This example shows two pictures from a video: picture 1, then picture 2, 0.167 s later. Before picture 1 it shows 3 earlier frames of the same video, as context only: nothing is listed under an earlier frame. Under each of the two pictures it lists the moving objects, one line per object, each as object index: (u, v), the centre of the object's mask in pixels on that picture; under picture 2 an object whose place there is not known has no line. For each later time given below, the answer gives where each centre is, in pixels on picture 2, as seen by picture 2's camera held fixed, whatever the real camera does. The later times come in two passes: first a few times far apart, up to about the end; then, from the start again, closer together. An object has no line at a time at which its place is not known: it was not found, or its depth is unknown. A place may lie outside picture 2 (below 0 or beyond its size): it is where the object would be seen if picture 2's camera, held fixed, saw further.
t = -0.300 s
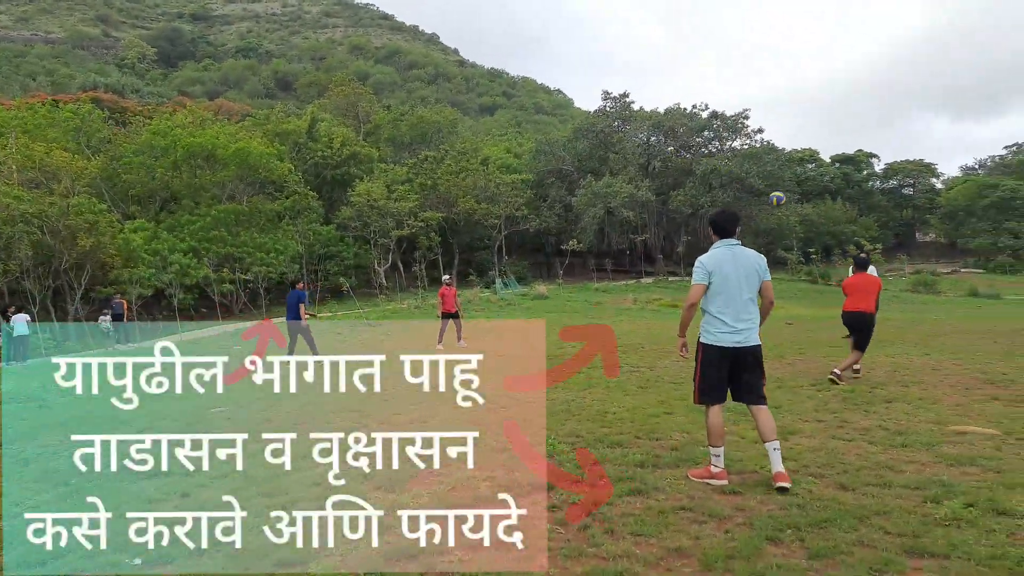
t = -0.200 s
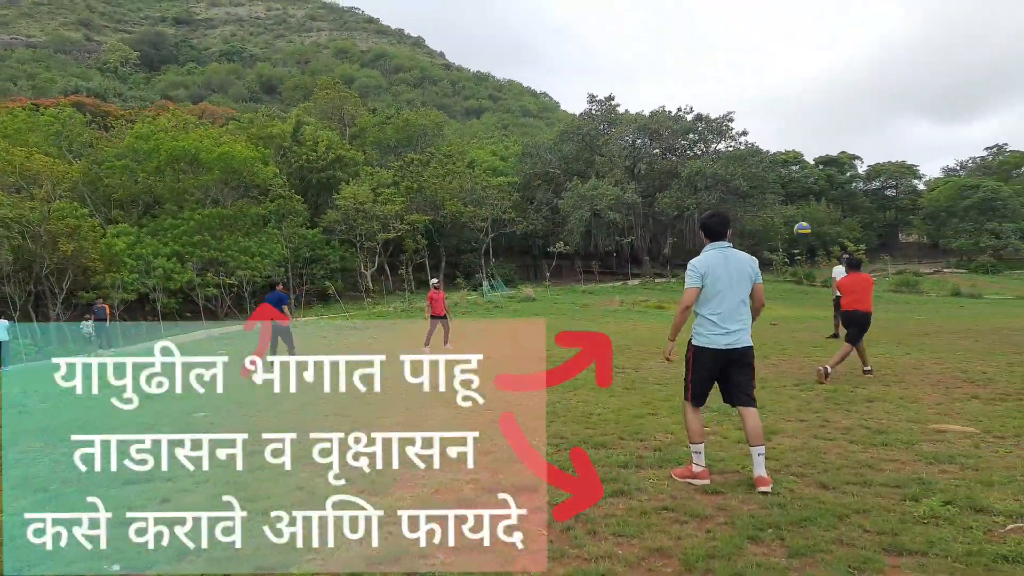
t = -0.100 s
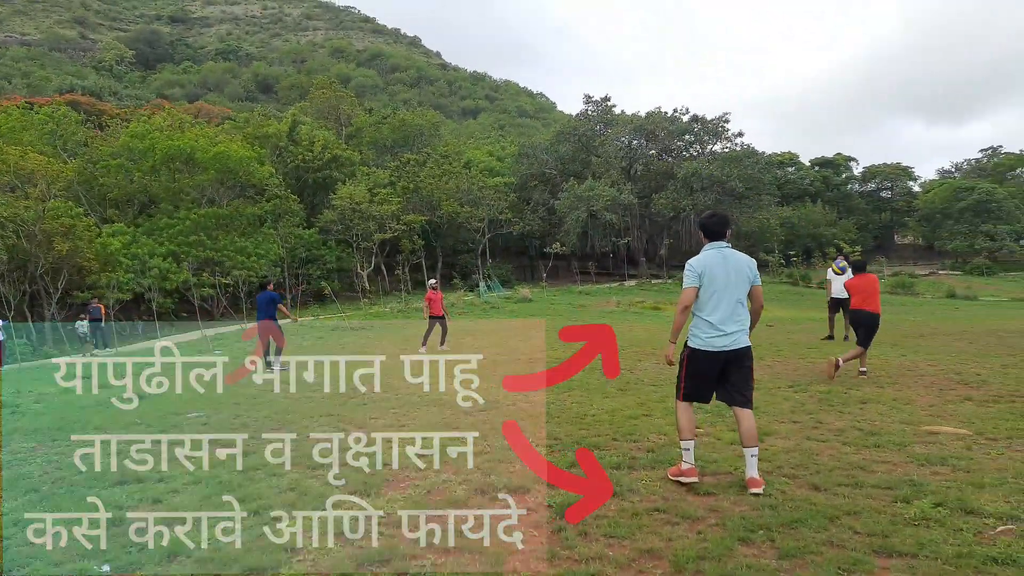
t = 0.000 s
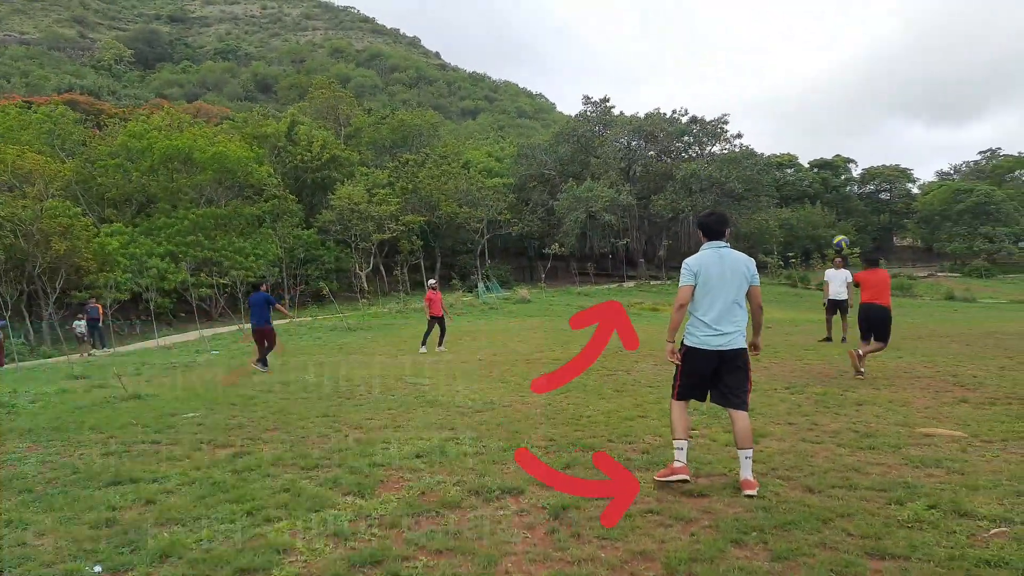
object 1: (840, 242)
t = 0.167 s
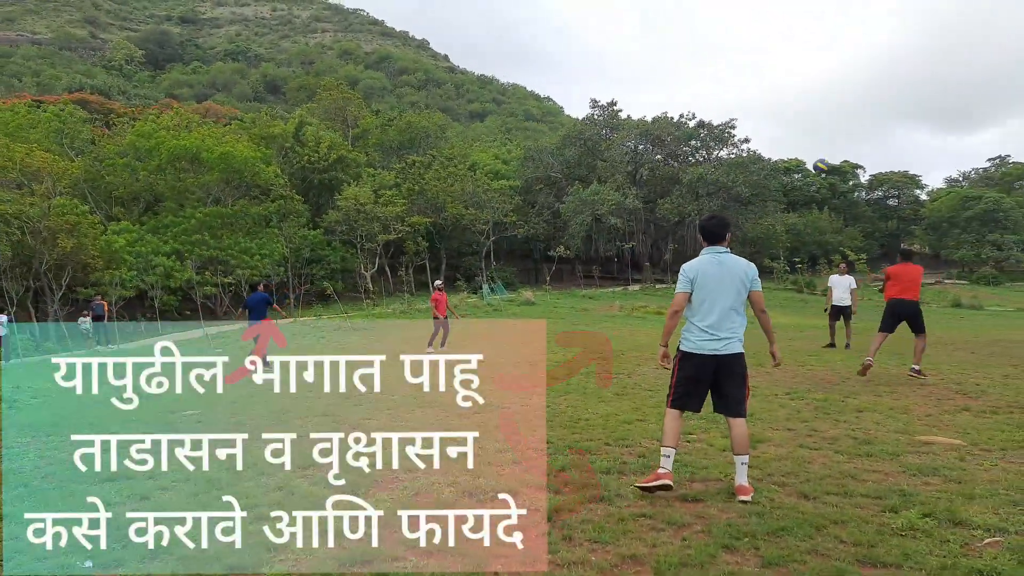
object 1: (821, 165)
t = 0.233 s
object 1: (811, 139)
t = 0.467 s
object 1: (779, 70)
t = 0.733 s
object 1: (747, 37)
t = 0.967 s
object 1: (721, 46)
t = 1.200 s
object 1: (698, 90)
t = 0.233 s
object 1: (811, 139)
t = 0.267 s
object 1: (806, 127)
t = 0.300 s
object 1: (801, 115)
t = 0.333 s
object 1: (797, 105)
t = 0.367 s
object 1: (793, 94)
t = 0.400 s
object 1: (788, 85)
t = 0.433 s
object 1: (783, 77)
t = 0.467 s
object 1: (779, 70)
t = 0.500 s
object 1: (775, 63)
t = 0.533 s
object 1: (771, 57)
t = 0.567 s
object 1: (767, 52)
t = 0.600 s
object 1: (763, 47)
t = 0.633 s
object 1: (759, 43)
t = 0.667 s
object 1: (755, 41)
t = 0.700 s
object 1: (751, 38)
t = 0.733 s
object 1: (747, 37)
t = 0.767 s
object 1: (743, 36)
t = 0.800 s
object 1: (740, 36)
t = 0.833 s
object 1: (736, 37)
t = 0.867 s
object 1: (732, 38)
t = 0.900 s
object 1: (729, 40)
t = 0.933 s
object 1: (725, 42)
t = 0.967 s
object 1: (721, 46)
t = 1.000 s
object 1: (718, 50)
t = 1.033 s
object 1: (715, 55)
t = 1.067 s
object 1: (711, 61)
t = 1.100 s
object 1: (708, 67)
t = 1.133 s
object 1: (705, 74)
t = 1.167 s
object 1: (701, 82)
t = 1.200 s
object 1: (698, 90)
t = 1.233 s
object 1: (694, 99)
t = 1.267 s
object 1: (687, 110)
